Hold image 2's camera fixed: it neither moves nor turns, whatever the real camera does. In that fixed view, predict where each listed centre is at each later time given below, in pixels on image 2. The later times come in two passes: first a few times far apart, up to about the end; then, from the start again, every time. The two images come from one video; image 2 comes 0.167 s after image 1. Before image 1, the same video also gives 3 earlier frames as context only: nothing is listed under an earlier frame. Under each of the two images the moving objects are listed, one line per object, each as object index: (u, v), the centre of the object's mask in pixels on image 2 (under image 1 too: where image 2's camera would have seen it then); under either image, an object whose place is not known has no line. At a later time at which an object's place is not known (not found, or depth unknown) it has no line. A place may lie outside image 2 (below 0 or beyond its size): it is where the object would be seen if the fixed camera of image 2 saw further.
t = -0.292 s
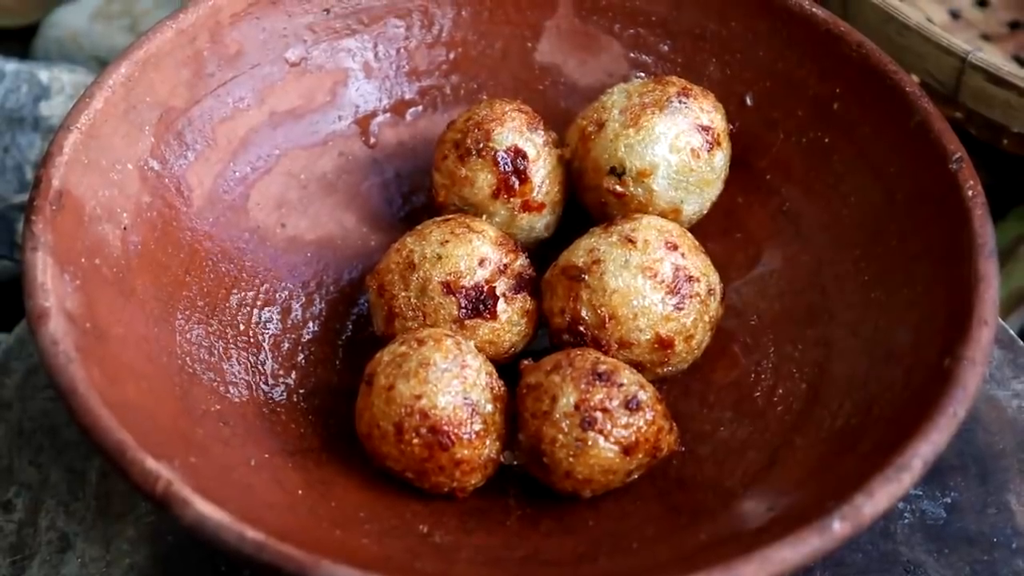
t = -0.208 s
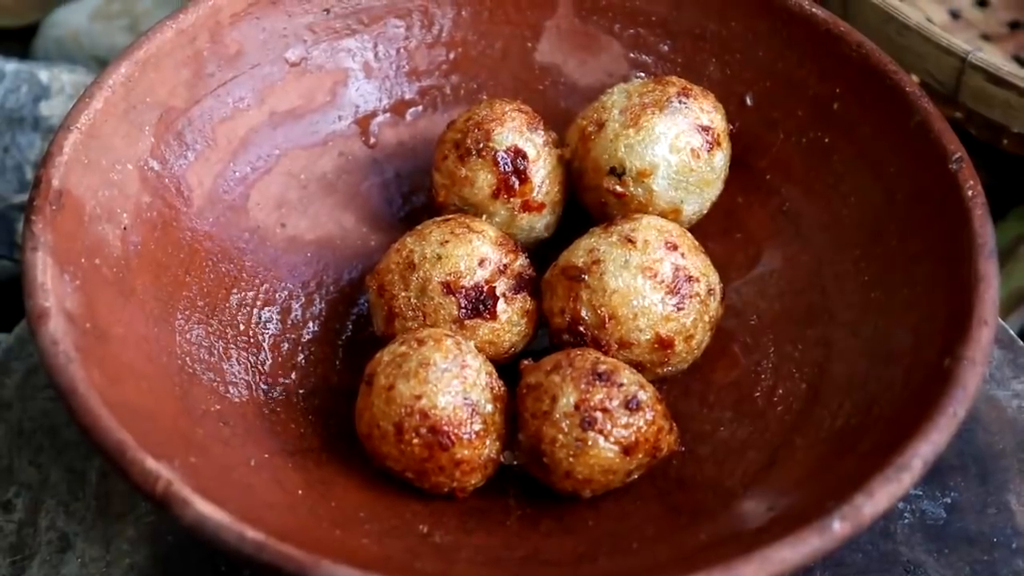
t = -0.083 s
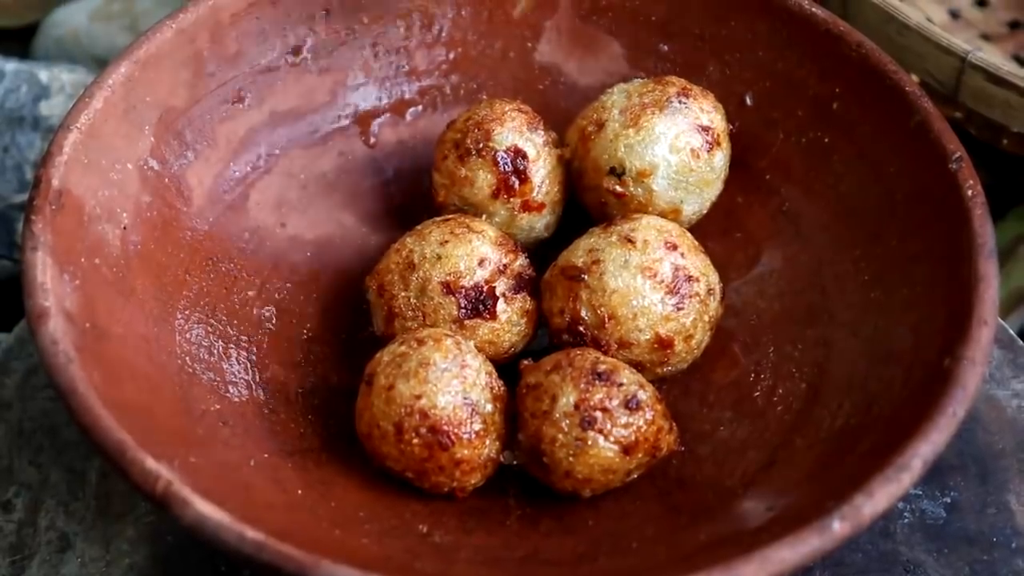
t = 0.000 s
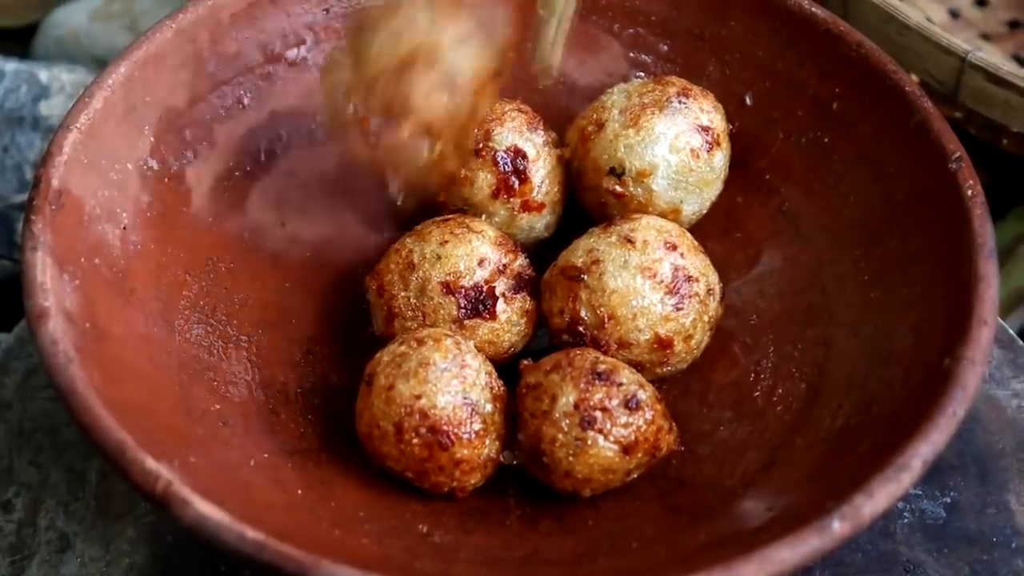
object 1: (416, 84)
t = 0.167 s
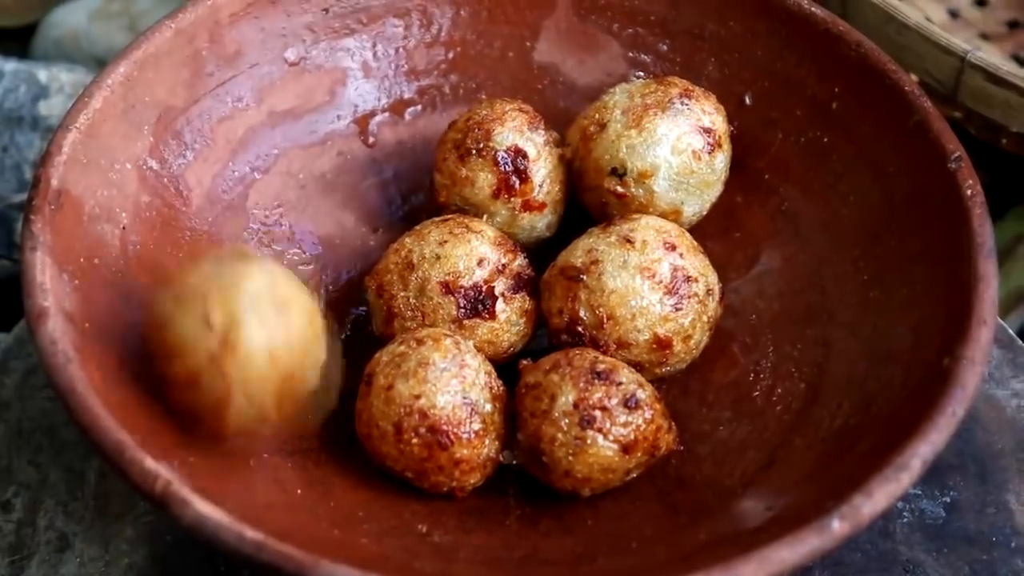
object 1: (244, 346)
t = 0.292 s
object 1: (359, 444)
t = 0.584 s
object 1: (536, 476)
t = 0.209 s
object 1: (286, 393)
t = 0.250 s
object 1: (332, 429)
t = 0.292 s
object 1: (359, 444)
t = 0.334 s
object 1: (388, 453)
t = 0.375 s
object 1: (424, 462)
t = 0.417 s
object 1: (452, 471)
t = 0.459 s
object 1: (489, 471)
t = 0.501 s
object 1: (515, 472)
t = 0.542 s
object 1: (530, 475)
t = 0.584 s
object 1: (536, 476)
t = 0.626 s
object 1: (535, 476)
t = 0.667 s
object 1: (531, 475)
